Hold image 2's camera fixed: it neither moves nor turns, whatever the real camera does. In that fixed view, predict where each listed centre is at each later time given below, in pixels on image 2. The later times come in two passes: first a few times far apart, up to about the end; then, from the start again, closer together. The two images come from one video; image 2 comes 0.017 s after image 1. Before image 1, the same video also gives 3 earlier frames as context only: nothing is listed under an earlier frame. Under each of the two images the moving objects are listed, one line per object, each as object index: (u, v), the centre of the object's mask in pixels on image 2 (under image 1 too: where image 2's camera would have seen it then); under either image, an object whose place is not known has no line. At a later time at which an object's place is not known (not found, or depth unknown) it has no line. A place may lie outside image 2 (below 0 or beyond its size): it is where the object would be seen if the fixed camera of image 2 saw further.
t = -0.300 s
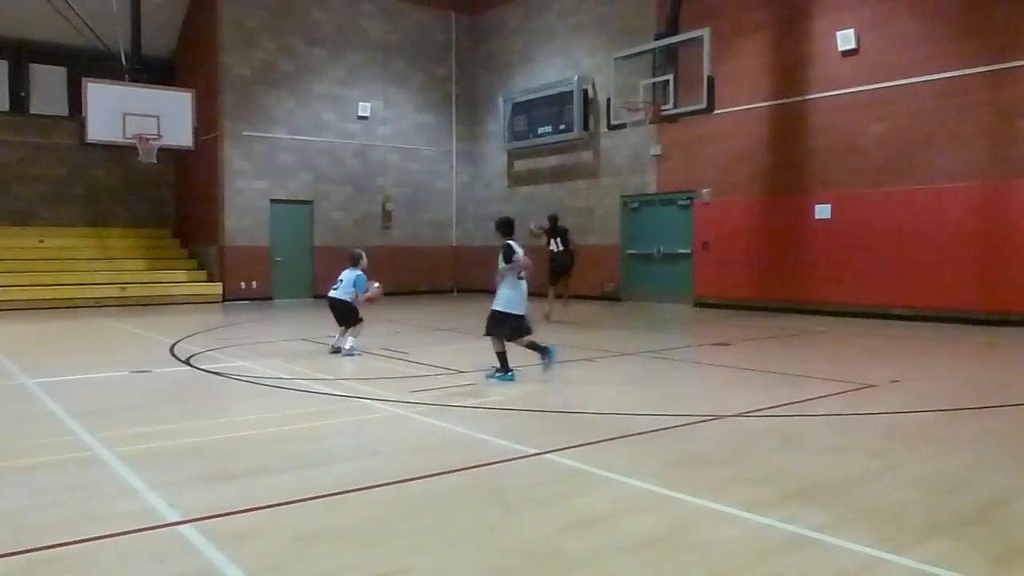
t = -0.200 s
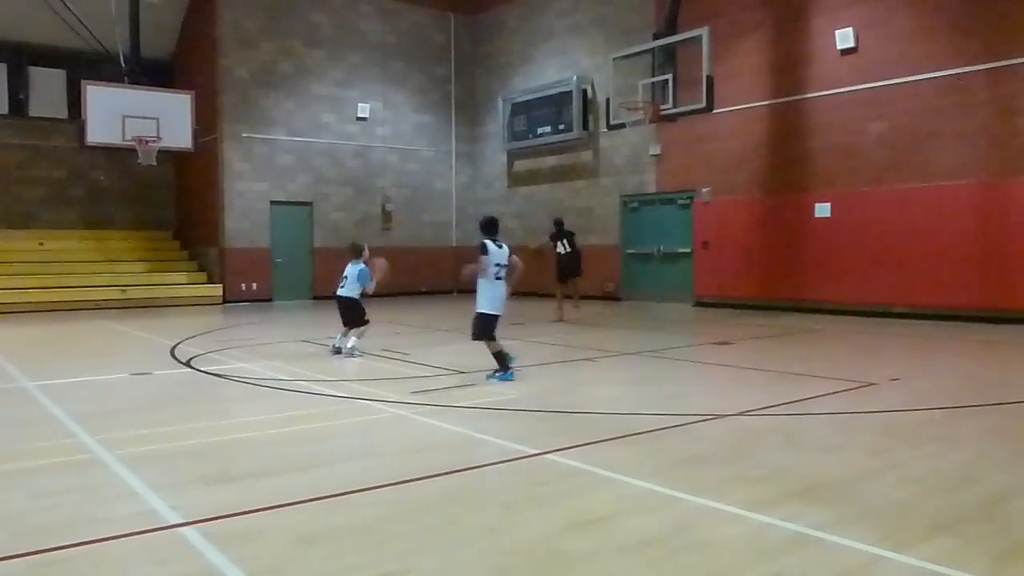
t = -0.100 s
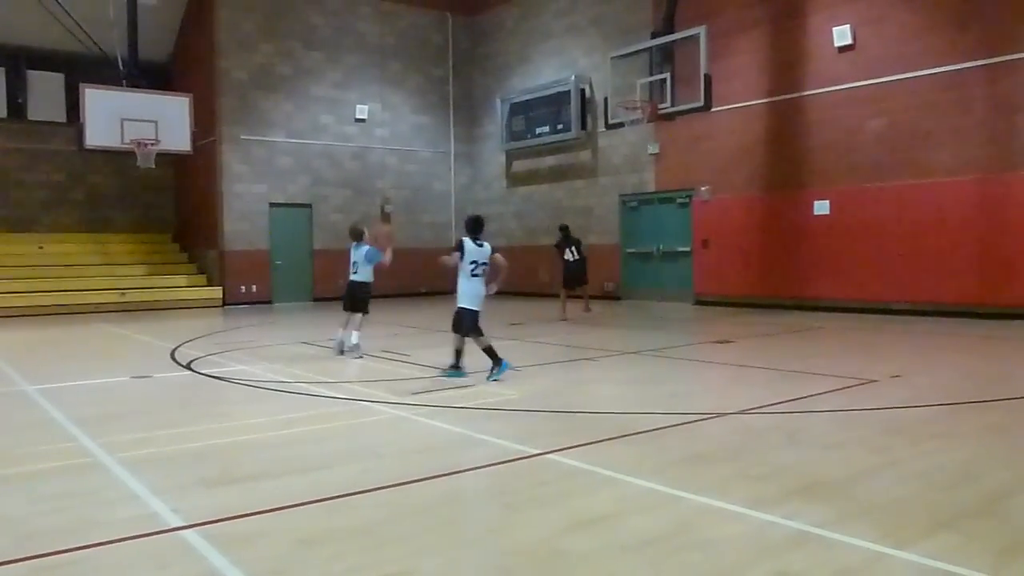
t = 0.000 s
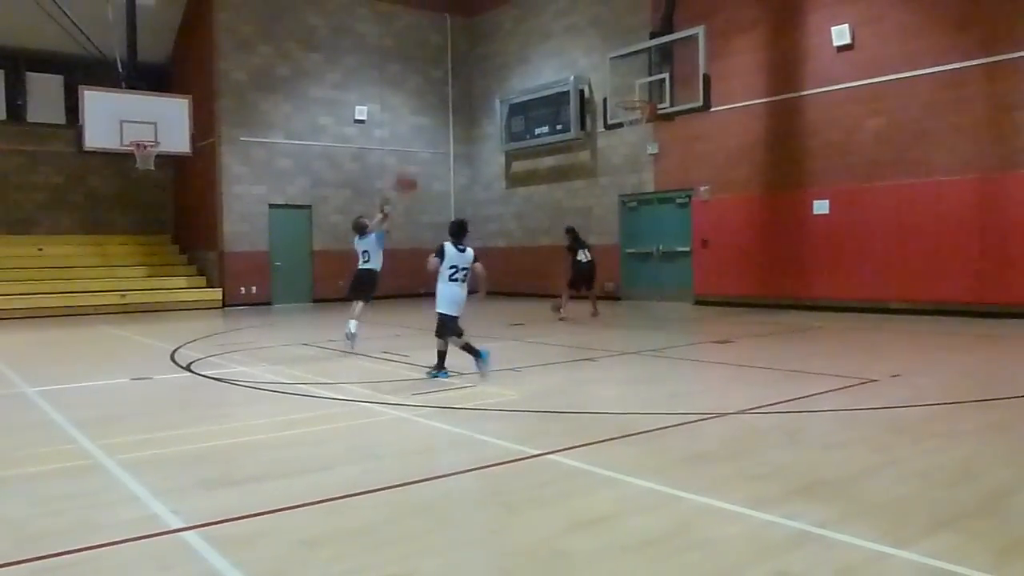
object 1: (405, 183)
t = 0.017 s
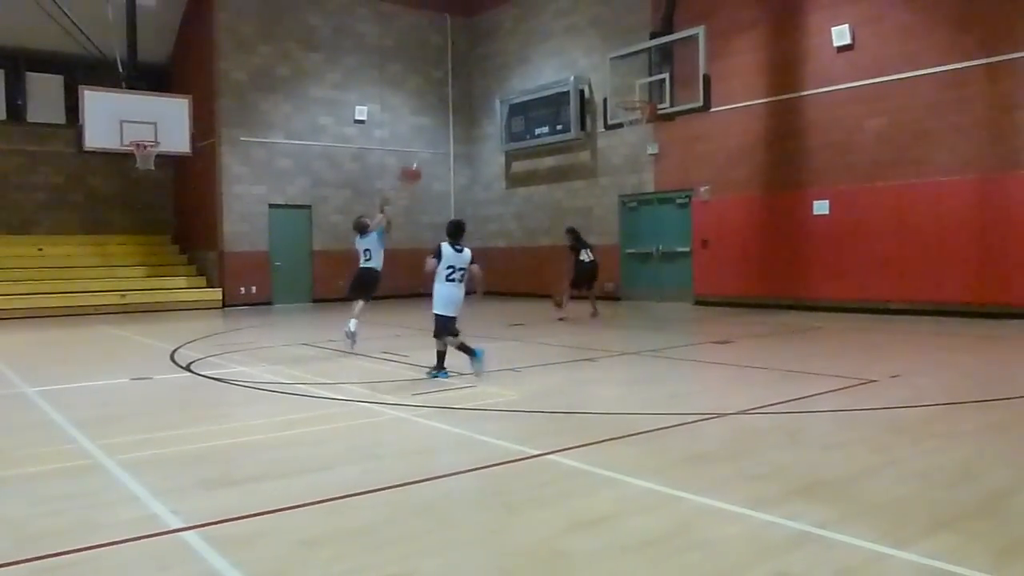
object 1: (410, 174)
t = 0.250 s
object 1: (473, 76)
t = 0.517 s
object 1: (537, 32)
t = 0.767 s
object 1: (592, 42)
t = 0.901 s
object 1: (621, 65)
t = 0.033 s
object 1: (415, 166)
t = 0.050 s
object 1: (419, 158)
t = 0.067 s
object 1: (425, 149)
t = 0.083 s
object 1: (428, 141)
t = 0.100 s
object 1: (434, 133)
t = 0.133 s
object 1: (444, 117)
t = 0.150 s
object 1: (449, 108)
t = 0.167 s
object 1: (453, 102)
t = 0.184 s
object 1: (457, 95)
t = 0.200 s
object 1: (461, 90)
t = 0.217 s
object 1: (465, 83)
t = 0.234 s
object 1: (468, 79)
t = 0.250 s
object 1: (473, 76)
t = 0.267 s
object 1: (477, 71)
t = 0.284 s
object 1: (482, 66)
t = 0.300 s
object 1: (485, 61)
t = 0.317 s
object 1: (489, 59)
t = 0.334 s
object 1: (494, 54)
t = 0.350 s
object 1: (497, 51)
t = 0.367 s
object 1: (500, 49)
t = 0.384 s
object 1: (506, 46)
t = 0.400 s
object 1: (510, 42)
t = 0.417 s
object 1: (514, 41)
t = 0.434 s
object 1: (518, 38)
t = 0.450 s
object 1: (523, 37)
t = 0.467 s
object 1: (526, 35)
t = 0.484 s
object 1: (530, 34)
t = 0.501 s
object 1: (534, 32)
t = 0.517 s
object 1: (537, 32)
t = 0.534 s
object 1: (541, 31)
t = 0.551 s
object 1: (545, 30)
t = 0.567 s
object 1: (549, 30)
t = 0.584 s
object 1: (552, 30)
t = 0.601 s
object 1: (556, 31)
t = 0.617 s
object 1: (559, 31)
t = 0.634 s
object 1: (563, 32)
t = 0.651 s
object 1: (567, 32)
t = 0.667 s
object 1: (570, 33)
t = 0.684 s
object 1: (574, 34)
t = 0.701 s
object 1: (578, 35)
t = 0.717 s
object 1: (581, 37)
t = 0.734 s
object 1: (585, 38)
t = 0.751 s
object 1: (588, 40)
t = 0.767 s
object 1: (592, 42)
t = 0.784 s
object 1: (596, 43)
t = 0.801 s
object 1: (600, 45)
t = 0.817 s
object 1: (603, 49)
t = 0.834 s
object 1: (607, 52)
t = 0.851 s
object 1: (611, 55)
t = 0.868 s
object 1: (613, 57)
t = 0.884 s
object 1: (617, 61)
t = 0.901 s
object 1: (621, 65)
